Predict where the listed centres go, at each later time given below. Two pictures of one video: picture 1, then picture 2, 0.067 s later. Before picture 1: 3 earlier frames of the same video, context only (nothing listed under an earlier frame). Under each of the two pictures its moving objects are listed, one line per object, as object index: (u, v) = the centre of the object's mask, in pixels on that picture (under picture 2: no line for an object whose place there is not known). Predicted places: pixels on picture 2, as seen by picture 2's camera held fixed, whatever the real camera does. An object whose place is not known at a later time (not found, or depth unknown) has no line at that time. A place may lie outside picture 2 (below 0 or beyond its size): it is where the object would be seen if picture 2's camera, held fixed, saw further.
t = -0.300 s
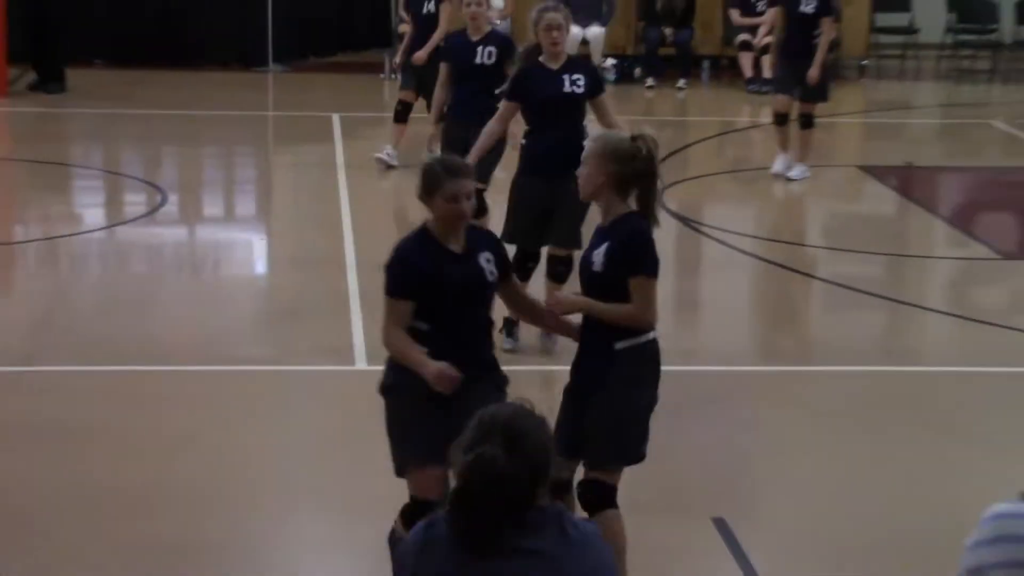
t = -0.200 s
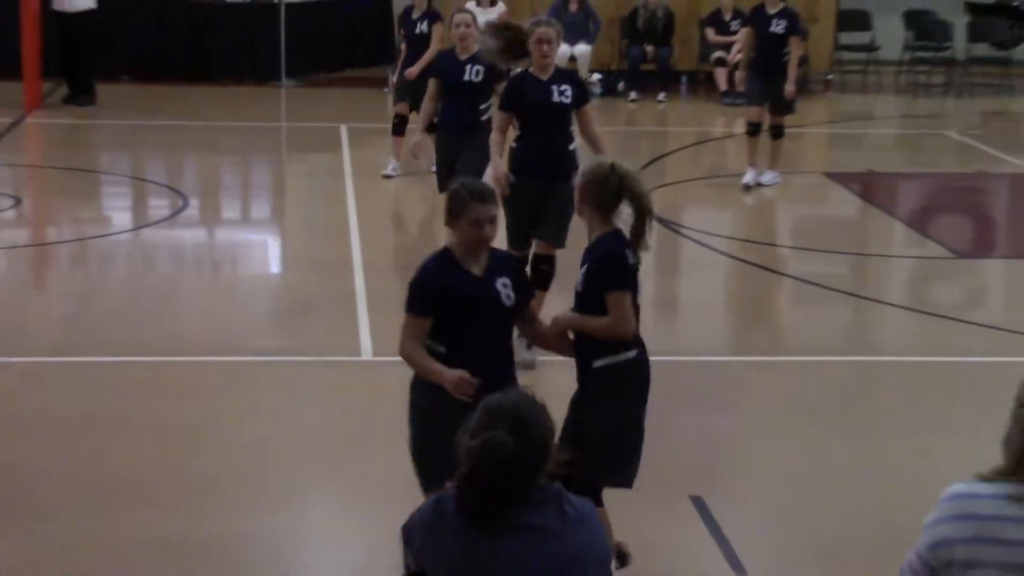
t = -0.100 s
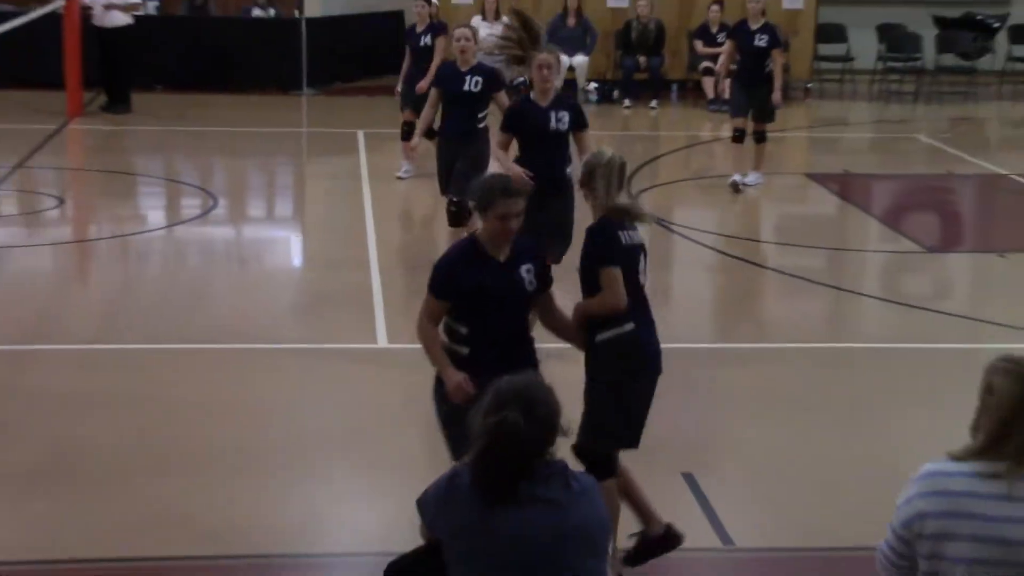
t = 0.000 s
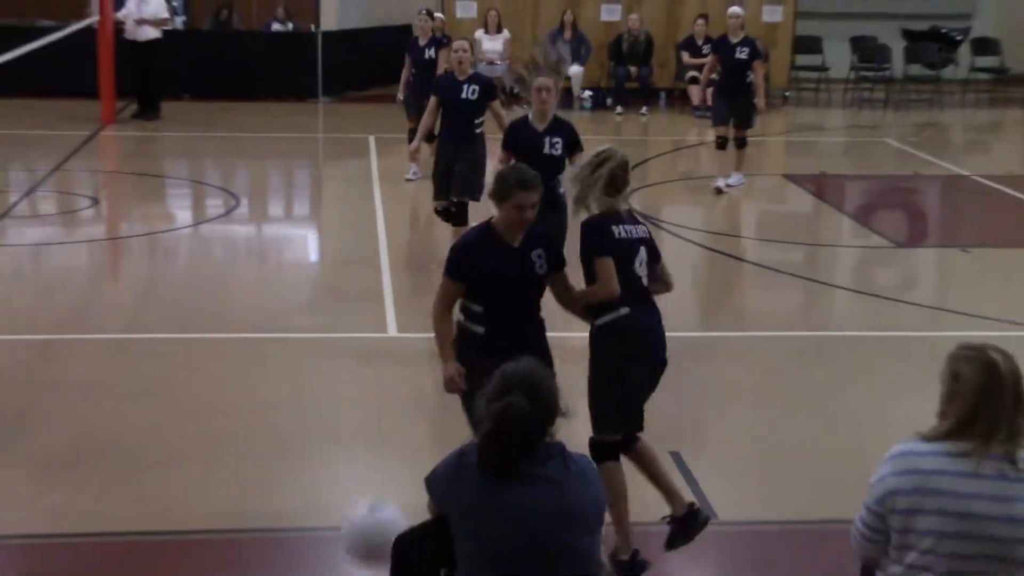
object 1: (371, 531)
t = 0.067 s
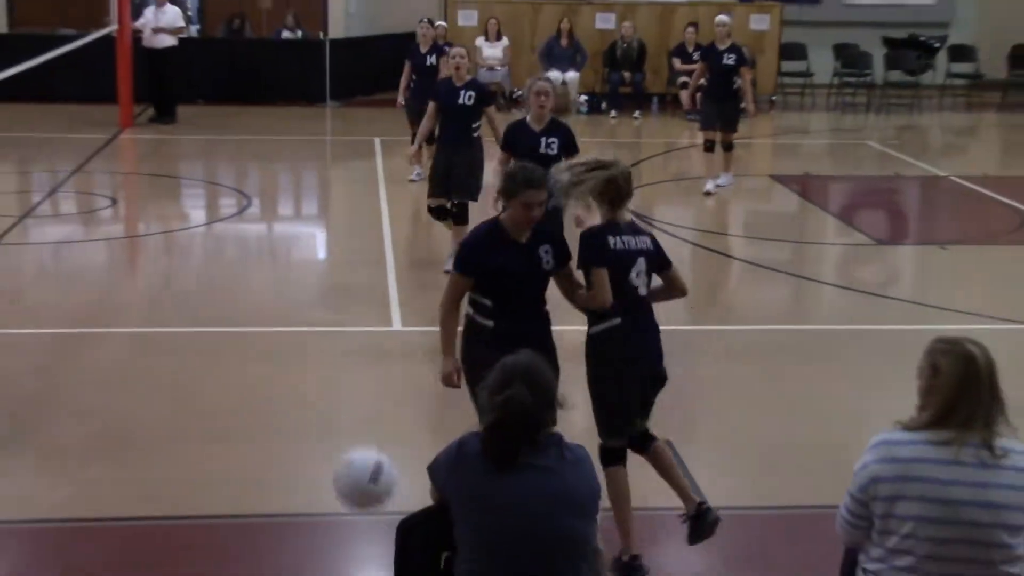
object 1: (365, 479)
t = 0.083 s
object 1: (357, 474)
